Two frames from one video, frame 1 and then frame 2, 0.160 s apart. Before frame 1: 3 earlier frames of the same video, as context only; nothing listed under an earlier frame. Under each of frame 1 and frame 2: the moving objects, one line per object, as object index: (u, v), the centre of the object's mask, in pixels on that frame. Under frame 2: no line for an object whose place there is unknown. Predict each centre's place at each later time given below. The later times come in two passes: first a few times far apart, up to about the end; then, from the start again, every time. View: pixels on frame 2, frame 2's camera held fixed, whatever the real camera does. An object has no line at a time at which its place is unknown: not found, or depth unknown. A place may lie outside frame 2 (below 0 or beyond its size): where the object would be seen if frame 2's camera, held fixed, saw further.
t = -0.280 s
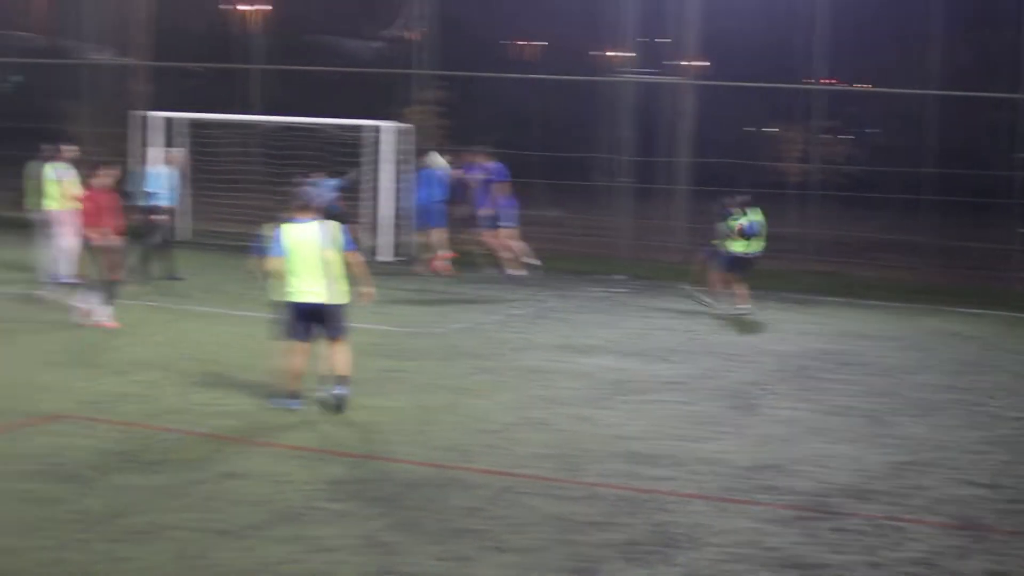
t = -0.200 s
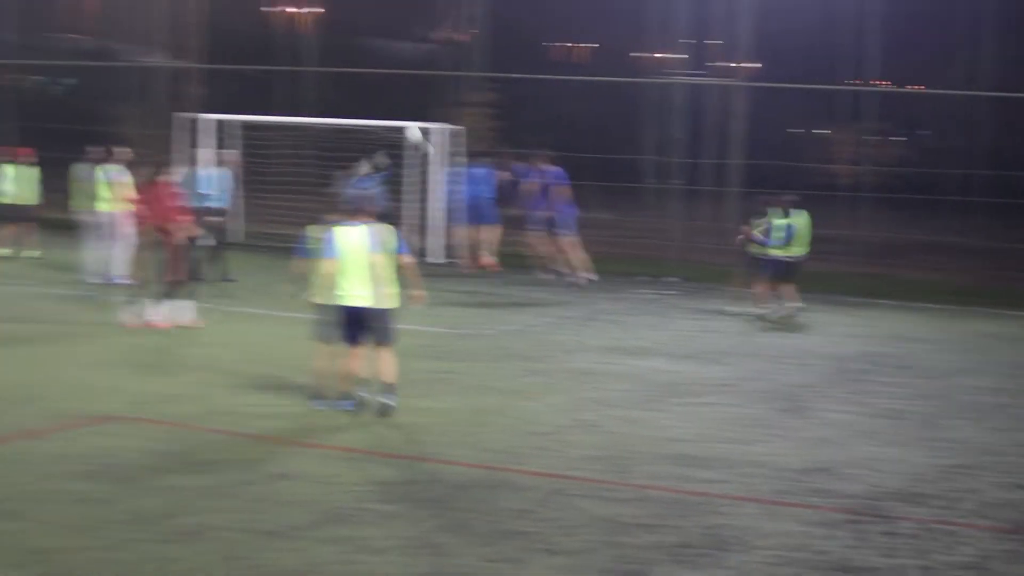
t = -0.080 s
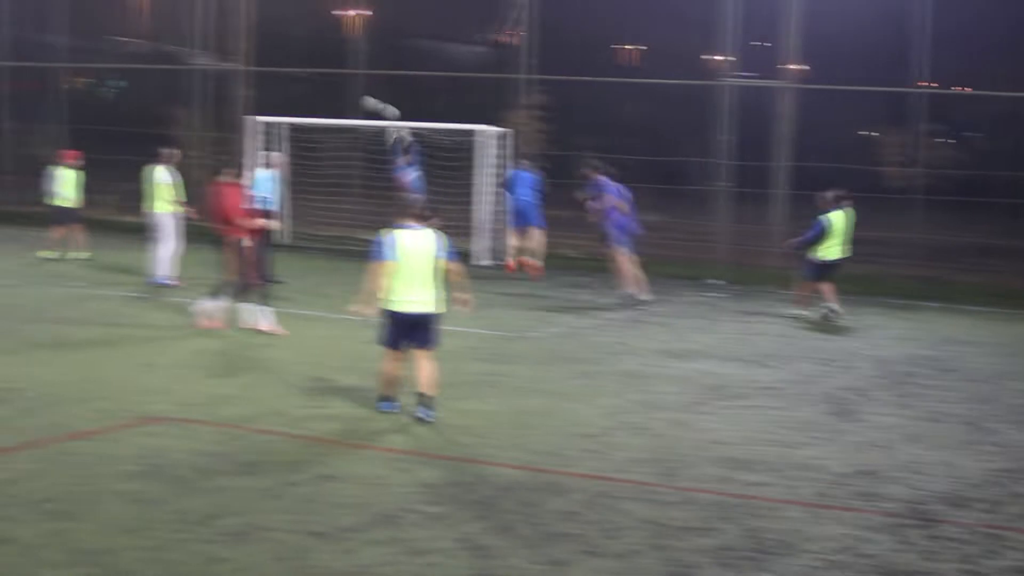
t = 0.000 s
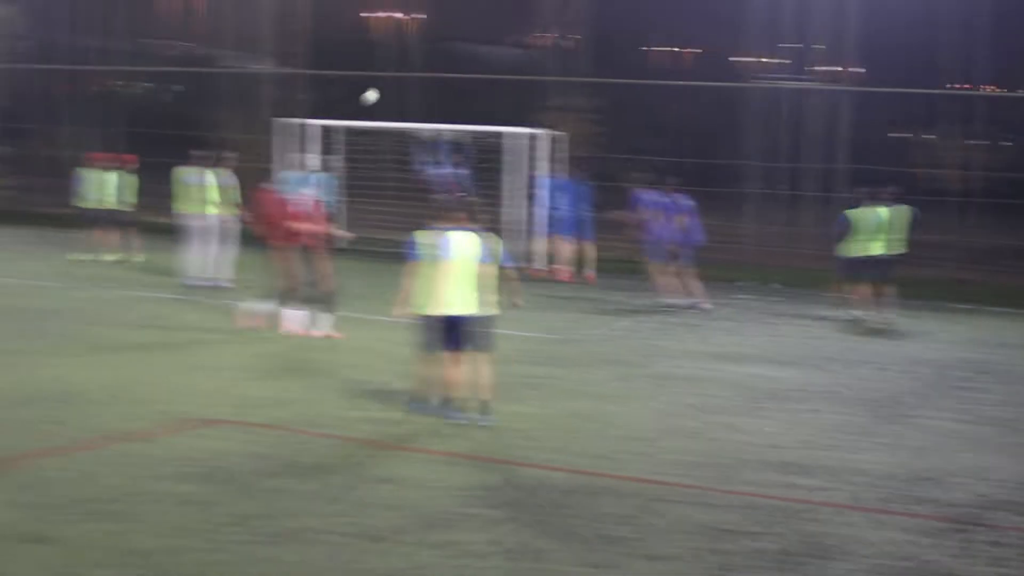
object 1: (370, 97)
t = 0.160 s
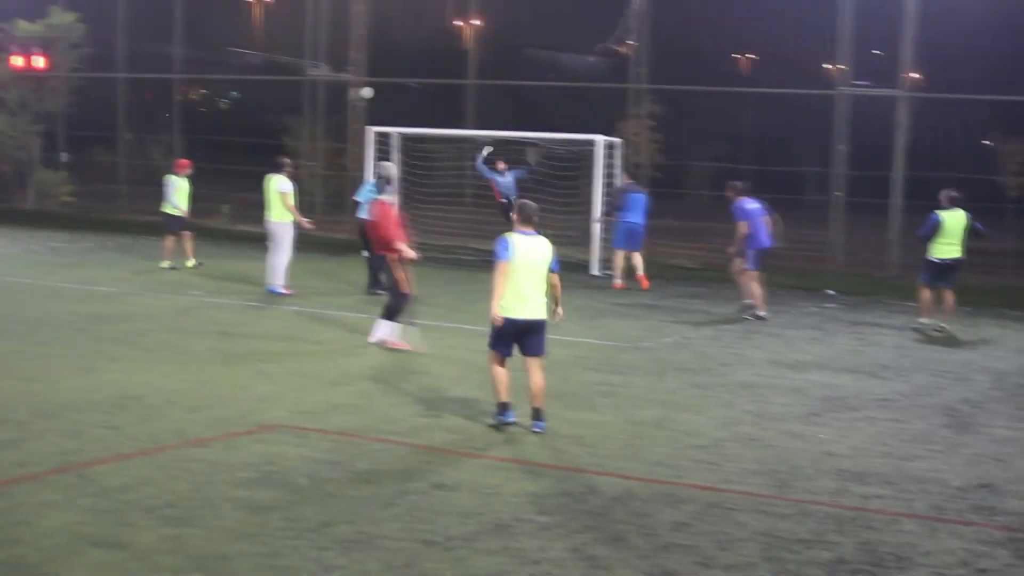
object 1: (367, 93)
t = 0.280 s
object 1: (316, 93)
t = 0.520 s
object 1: (226, 117)
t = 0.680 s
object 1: (169, 149)
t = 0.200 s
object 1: (348, 92)
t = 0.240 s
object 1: (333, 92)
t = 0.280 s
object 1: (316, 93)
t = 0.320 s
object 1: (301, 95)
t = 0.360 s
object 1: (285, 97)
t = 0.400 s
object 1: (271, 101)
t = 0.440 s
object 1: (255, 106)
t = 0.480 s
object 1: (241, 111)
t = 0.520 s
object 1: (226, 117)
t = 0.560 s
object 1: (212, 124)
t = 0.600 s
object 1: (197, 132)
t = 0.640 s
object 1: (183, 140)
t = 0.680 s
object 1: (169, 149)
